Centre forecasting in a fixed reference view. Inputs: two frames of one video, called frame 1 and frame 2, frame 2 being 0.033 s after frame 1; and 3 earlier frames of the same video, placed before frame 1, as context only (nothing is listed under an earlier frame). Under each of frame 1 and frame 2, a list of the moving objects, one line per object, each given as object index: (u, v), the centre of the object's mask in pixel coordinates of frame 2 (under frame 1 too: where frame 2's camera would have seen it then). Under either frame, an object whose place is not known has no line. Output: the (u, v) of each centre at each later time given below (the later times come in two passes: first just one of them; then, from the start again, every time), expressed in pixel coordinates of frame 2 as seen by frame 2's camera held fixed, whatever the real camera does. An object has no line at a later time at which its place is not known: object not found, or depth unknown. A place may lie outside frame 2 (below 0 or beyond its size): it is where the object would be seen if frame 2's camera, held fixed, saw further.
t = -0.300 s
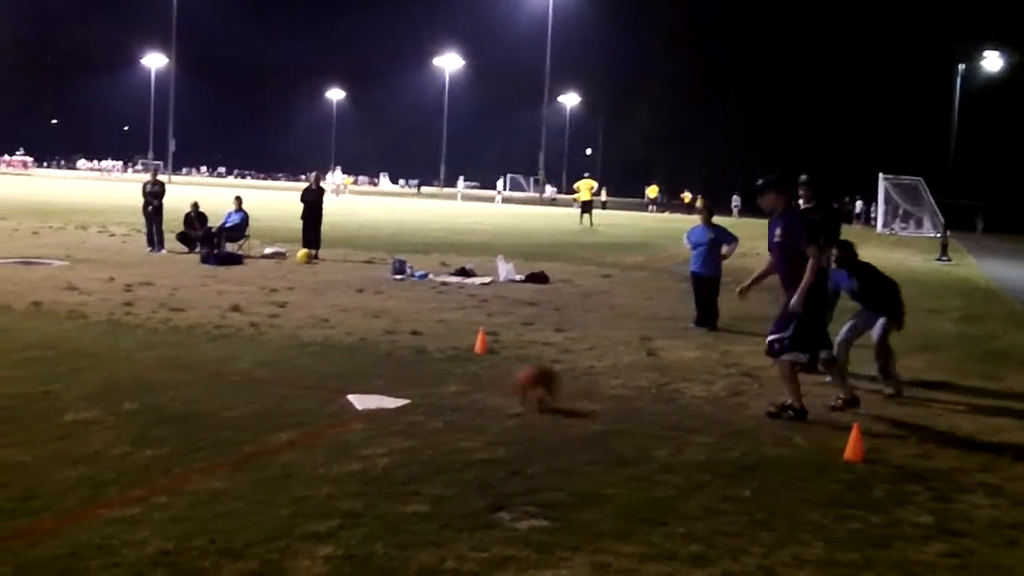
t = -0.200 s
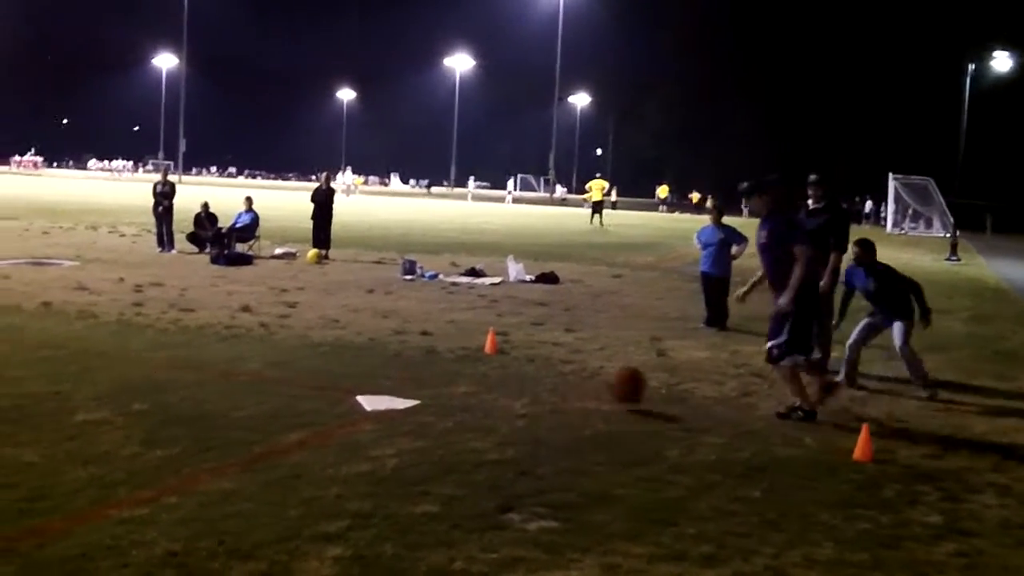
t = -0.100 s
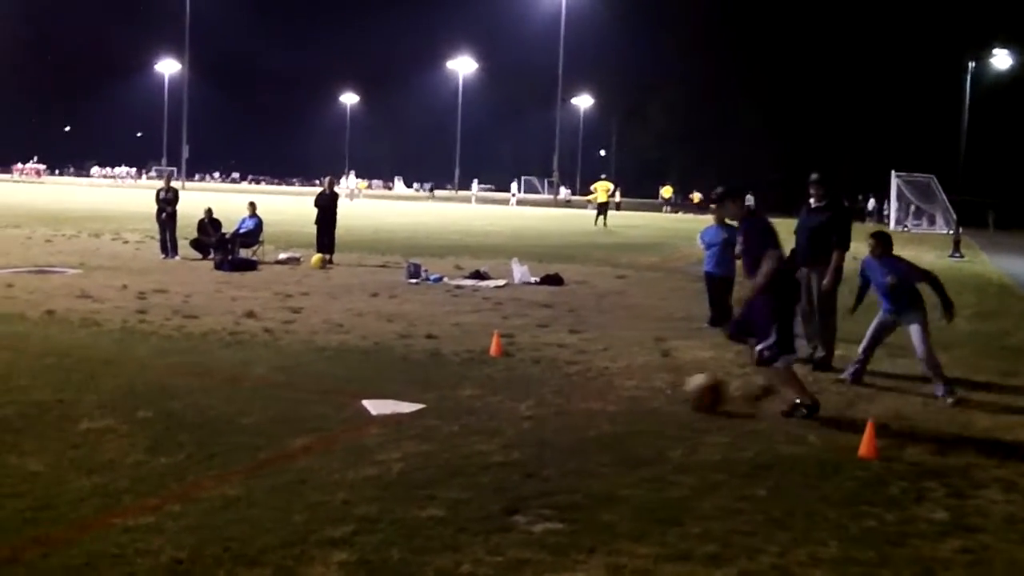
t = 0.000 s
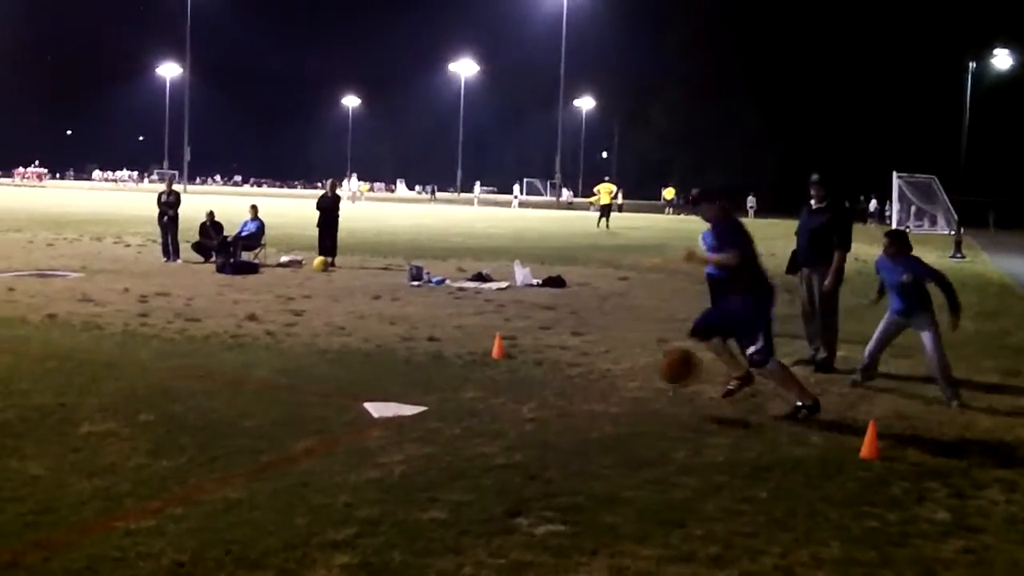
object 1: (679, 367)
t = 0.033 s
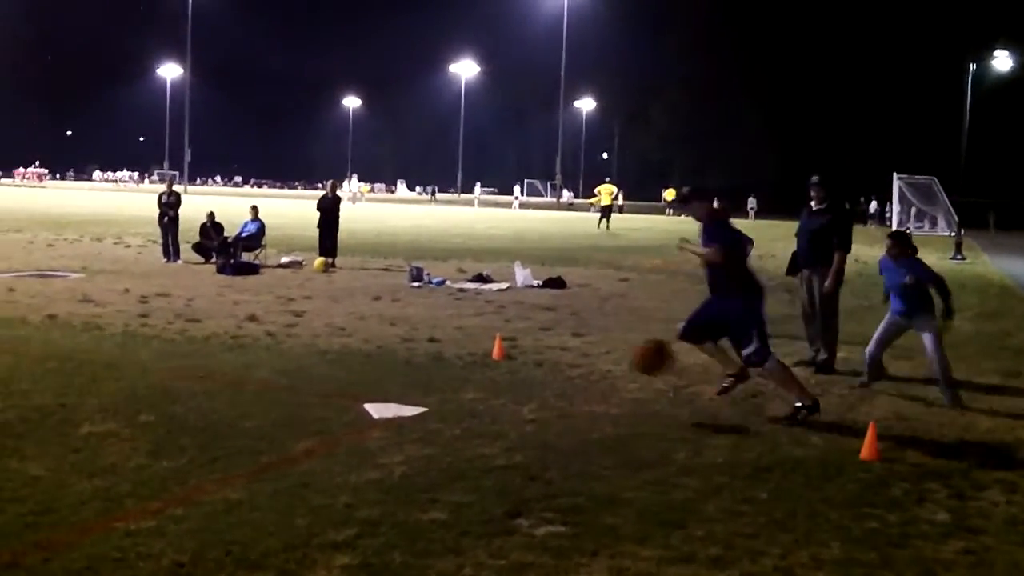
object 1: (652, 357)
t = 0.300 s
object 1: (406, 320)
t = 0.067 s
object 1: (622, 347)
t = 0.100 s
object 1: (595, 340)
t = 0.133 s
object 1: (565, 332)
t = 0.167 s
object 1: (535, 326)
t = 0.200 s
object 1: (504, 324)
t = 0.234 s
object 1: (470, 320)
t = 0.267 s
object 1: (437, 320)
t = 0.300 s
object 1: (406, 320)
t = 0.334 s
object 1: (372, 323)
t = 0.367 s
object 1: (339, 328)
